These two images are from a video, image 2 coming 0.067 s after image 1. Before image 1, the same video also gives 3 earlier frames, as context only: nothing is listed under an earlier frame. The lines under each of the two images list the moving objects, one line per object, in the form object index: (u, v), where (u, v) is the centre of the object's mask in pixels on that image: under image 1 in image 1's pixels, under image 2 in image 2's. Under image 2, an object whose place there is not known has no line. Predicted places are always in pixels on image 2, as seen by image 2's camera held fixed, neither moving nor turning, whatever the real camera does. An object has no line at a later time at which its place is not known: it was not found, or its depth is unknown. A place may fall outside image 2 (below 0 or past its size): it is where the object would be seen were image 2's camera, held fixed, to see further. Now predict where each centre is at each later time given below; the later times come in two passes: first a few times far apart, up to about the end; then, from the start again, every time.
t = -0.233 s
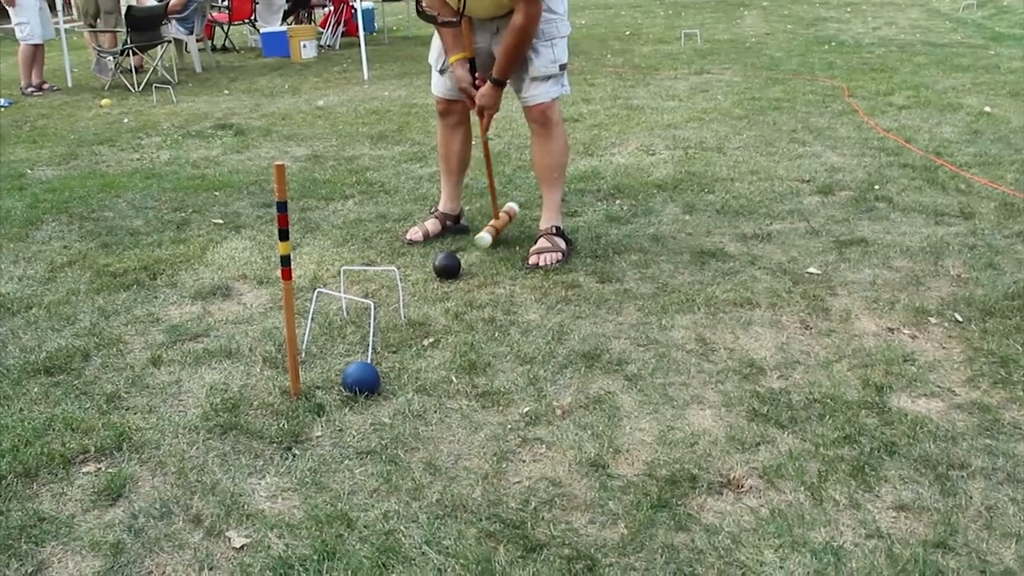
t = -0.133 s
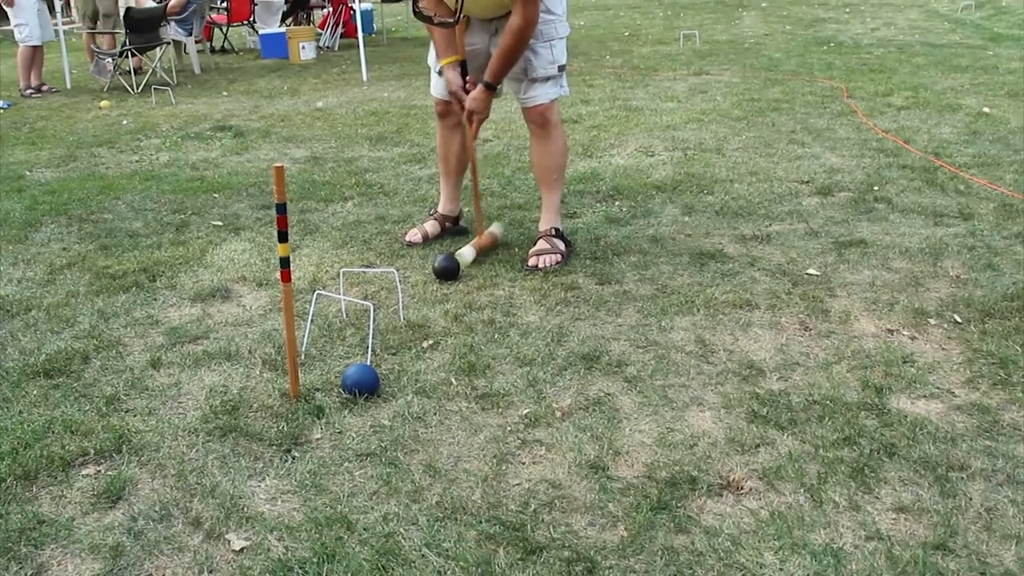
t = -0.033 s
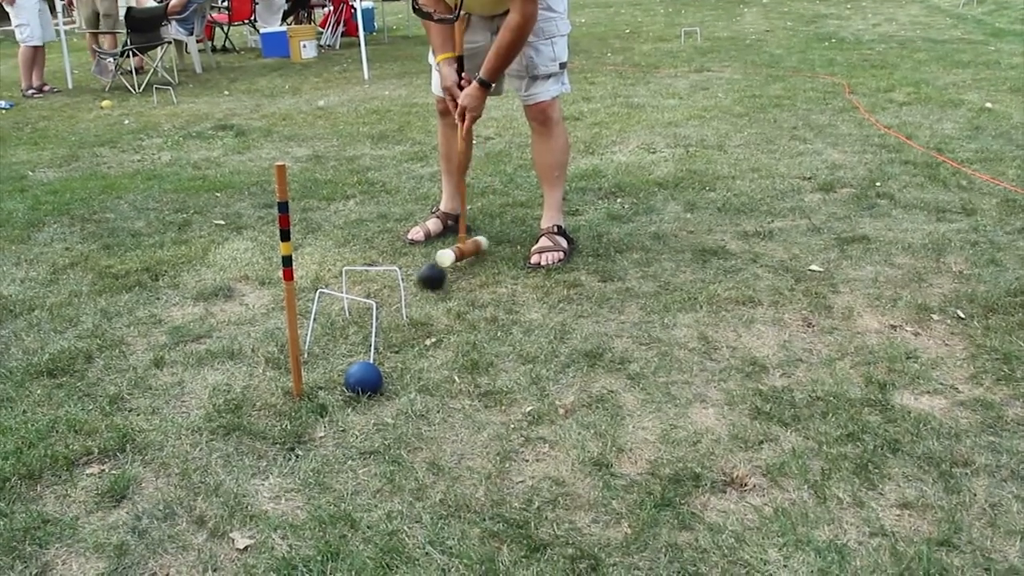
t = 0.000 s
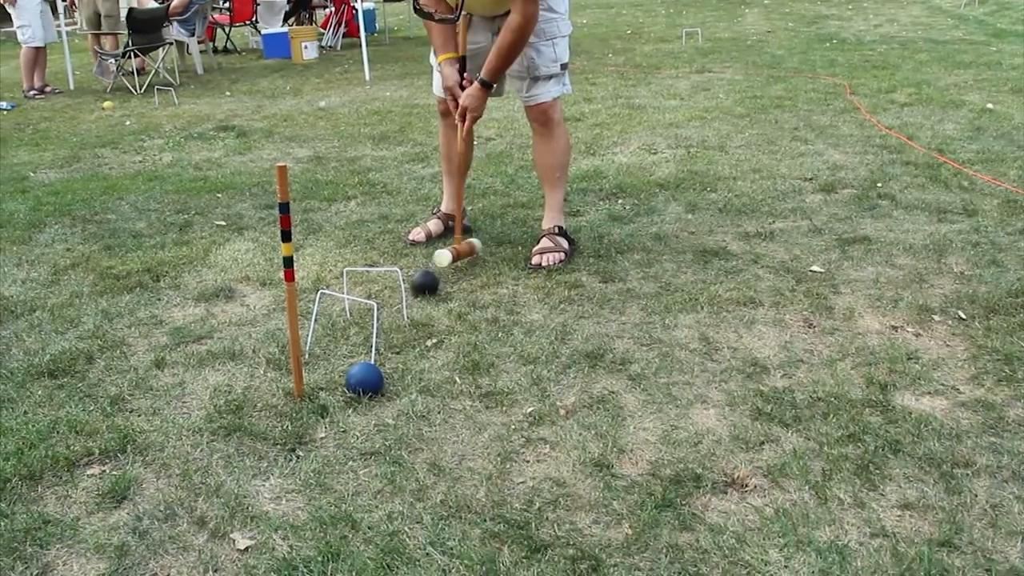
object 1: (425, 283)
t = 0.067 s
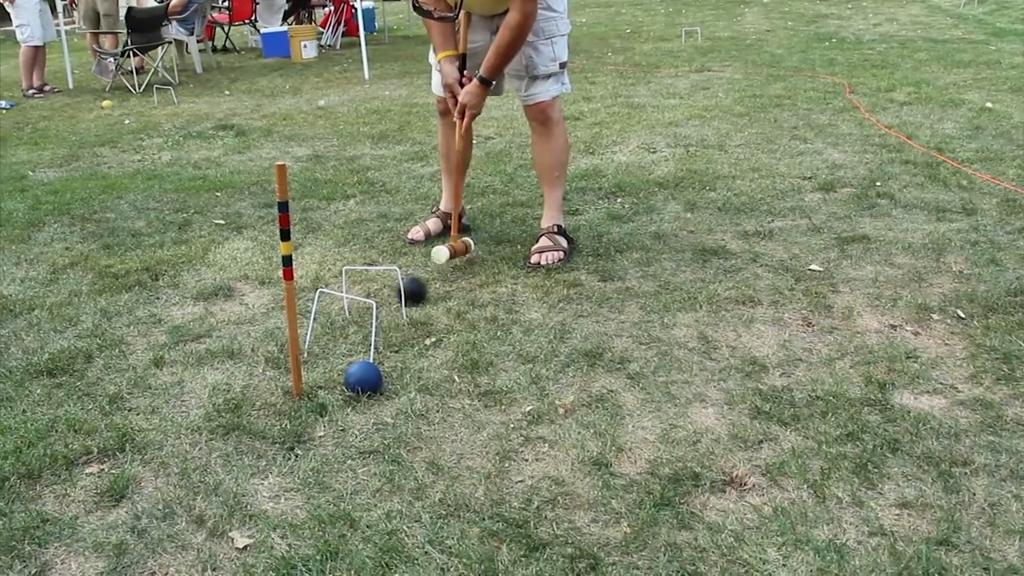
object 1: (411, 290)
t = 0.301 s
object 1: (368, 321)
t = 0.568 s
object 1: (325, 352)
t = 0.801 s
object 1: (313, 364)
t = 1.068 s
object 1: (313, 364)
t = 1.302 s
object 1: (315, 361)
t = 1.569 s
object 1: (315, 361)
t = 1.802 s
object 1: (315, 361)
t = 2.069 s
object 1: (315, 361)
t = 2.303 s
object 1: (315, 361)
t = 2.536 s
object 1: (315, 361)
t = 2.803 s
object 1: (315, 361)
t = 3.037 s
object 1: (315, 361)
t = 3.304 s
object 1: (315, 361)
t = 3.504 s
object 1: (315, 361)
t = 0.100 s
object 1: (405, 297)
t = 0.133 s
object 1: (398, 299)
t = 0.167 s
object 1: (390, 303)
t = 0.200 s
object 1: (387, 307)
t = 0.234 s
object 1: (380, 311)
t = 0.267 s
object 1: (372, 317)
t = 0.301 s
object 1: (368, 321)
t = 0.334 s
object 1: (361, 325)
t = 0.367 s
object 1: (356, 331)
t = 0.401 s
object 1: (350, 333)
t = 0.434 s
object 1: (345, 337)
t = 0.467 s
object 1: (340, 342)
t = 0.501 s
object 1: (335, 346)
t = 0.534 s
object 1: (330, 349)
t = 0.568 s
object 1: (325, 352)
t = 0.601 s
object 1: (321, 355)
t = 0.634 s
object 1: (318, 357)
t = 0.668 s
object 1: (316, 358)
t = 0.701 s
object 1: (315, 360)
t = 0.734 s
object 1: (314, 361)
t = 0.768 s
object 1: (313, 362)
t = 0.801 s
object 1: (313, 364)
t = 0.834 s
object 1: (312, 365)
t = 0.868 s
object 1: (312, 365)
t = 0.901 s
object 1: (312, 365)
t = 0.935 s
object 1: (312, 365)
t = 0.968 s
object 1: (312, 365)
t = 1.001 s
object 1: (312, 365)
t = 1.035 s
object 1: (312, 364)
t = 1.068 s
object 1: (313, 364)
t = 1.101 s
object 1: (313, 363)
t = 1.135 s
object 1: (314, 363)
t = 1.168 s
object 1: (314, 362)
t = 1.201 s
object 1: (314, 362)
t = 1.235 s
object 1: (314, 362)
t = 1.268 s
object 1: (315, 362)
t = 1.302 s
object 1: (315, 361)
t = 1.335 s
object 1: (315, 361)
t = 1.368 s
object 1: (315, 361)
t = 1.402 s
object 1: (315, 361)
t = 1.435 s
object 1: (315, 361)
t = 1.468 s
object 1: (315, 361)
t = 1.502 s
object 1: (315, 361)
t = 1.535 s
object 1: (315, 361)
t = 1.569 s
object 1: (315, 361)
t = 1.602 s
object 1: (315, 361)
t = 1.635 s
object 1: (315, 361)
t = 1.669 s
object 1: (315, 361)
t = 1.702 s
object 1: (315, 361)
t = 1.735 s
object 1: (315, 361)
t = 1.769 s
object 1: (315, 361)
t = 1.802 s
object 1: (315, 361)
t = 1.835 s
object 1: (315, 361)
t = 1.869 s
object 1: (315, 361)
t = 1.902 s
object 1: (315, 361)
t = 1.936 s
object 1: (315, 361)
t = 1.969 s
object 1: (315, 361)
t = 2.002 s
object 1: (315, 361)
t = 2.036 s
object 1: (315, 361)
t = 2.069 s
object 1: (315, 361)
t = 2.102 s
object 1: (315, 361)
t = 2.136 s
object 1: (315, 361)
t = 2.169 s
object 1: (315, 361)
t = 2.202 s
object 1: (315, 361)
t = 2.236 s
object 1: (315, 361)
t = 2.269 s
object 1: (315, 361)
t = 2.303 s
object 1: (315, 361)
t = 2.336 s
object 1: (315, 361)
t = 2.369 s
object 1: (315, 361)
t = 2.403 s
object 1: (315, 361)
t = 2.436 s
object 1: (315, 361)
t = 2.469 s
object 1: (315, 361)
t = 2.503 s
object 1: (315, 361)
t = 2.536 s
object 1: (315, 361)
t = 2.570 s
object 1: (315, 361)
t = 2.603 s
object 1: (315, 361)
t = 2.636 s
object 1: (315, 361)
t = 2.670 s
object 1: (315, 361)
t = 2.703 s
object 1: (315, 361)
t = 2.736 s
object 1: (315, 361)
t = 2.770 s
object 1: (315, 361)
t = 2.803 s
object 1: (315, 361)
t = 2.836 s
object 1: (315, 361)
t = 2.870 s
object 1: (315, 361)
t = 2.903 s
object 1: (315, 361)
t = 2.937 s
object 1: (315, 361)
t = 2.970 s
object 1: (315, 361)
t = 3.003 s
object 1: (315, 361)
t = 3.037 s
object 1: (315, 361)
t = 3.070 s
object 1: (315, 361)
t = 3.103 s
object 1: (315, 361)
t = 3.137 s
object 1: (315, 361)
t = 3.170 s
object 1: (315, 361)
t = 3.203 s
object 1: (315, 361)
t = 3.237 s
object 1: (315, 361)
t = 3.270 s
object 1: (315, 361)
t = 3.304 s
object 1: (315, 361)
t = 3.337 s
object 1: (314, 360)
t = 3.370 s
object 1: (314, 361)
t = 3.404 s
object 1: (315, 360)
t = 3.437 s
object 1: (315, 361)
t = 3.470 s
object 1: (316, 361)
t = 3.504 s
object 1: (315, 361)
